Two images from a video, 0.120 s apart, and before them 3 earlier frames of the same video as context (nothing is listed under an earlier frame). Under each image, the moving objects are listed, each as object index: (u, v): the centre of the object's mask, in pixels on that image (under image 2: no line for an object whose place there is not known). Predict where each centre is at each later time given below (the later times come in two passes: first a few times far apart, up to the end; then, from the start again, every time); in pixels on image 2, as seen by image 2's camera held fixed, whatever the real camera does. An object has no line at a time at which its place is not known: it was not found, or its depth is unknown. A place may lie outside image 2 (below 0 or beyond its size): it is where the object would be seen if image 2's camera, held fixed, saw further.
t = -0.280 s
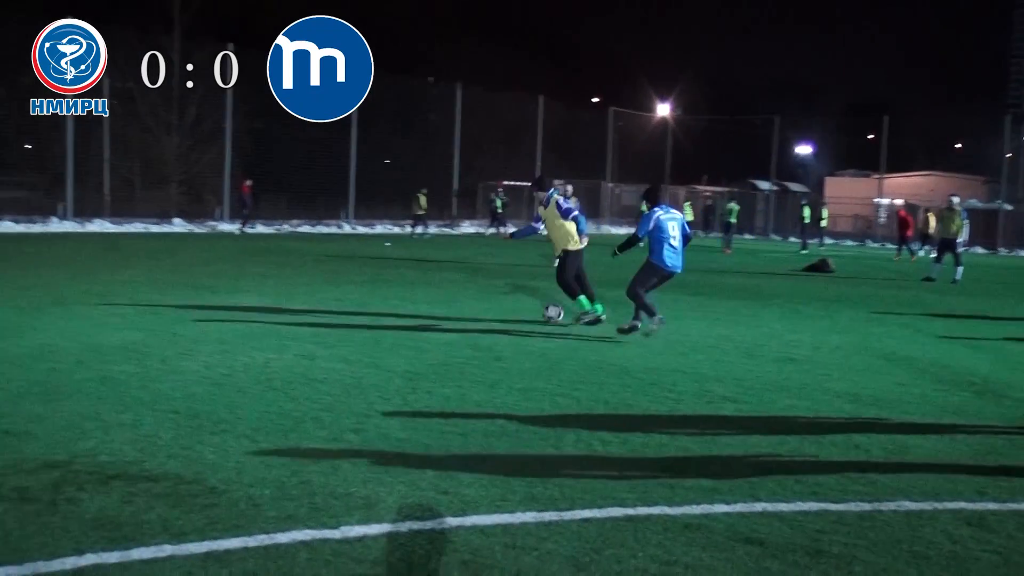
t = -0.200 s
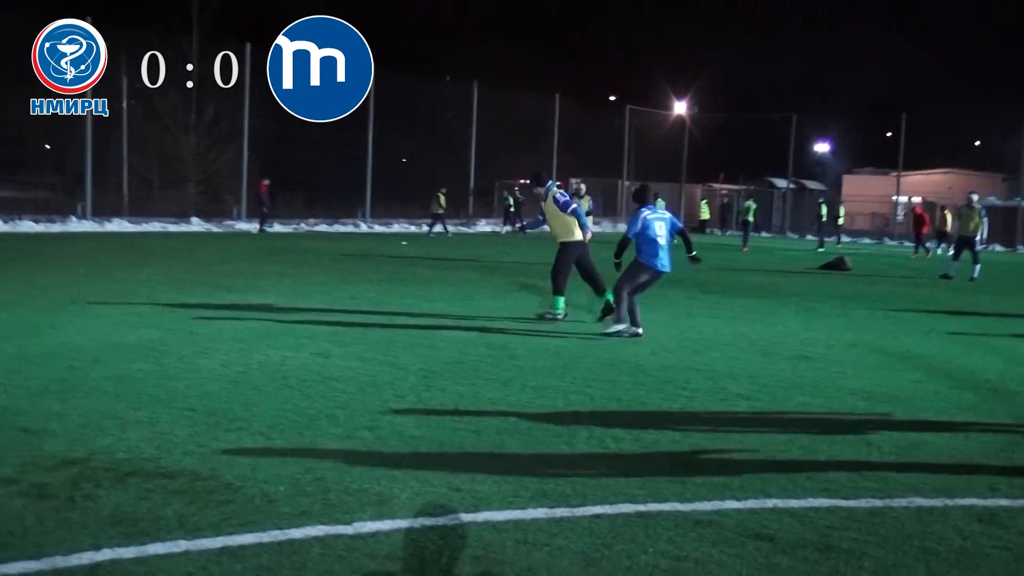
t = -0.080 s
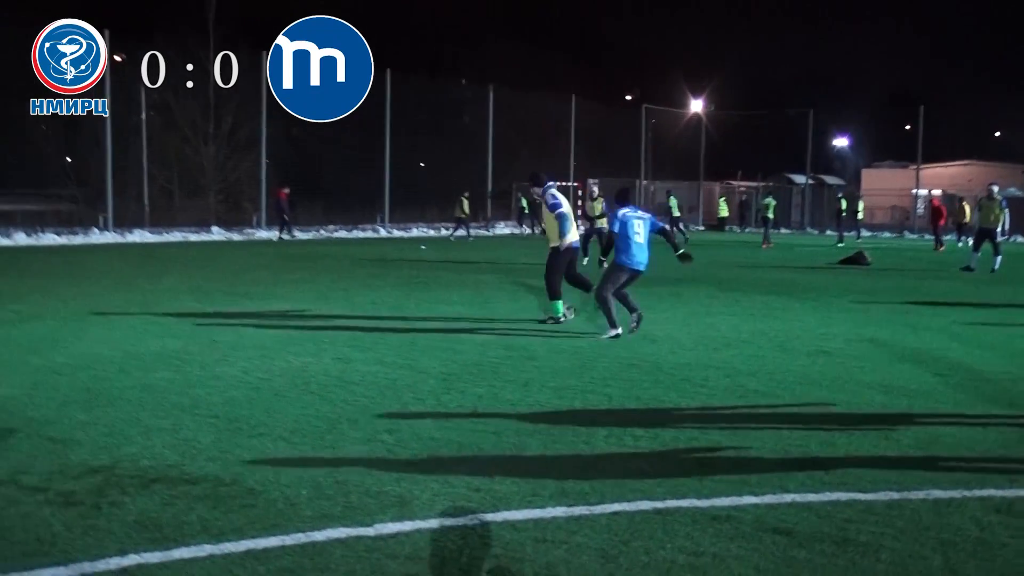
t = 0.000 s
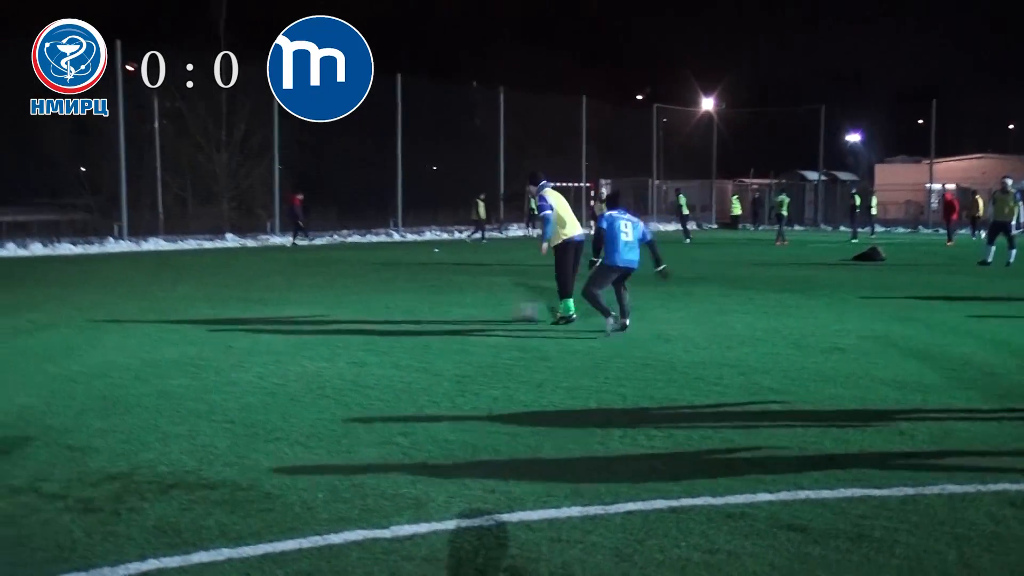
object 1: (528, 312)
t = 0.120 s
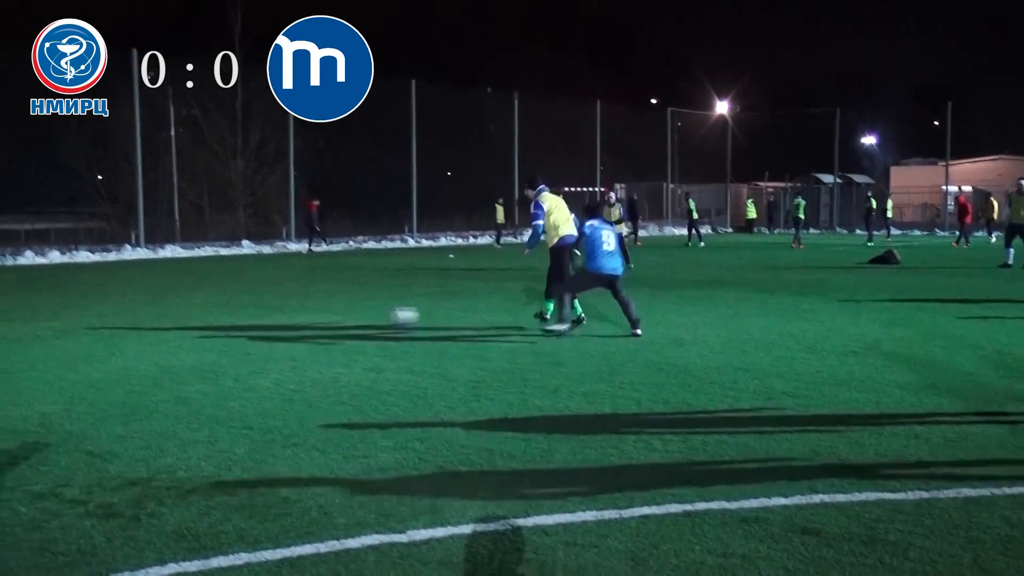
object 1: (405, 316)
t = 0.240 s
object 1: (275, 316)
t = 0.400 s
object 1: (120, 317)
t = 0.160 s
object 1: (362, 315)
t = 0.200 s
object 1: (320, 315)
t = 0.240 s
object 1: (275, 316)
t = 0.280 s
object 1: (234, 317)
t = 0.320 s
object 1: (196, 315)
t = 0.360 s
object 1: (158, 316)
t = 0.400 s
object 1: (120, 317)
